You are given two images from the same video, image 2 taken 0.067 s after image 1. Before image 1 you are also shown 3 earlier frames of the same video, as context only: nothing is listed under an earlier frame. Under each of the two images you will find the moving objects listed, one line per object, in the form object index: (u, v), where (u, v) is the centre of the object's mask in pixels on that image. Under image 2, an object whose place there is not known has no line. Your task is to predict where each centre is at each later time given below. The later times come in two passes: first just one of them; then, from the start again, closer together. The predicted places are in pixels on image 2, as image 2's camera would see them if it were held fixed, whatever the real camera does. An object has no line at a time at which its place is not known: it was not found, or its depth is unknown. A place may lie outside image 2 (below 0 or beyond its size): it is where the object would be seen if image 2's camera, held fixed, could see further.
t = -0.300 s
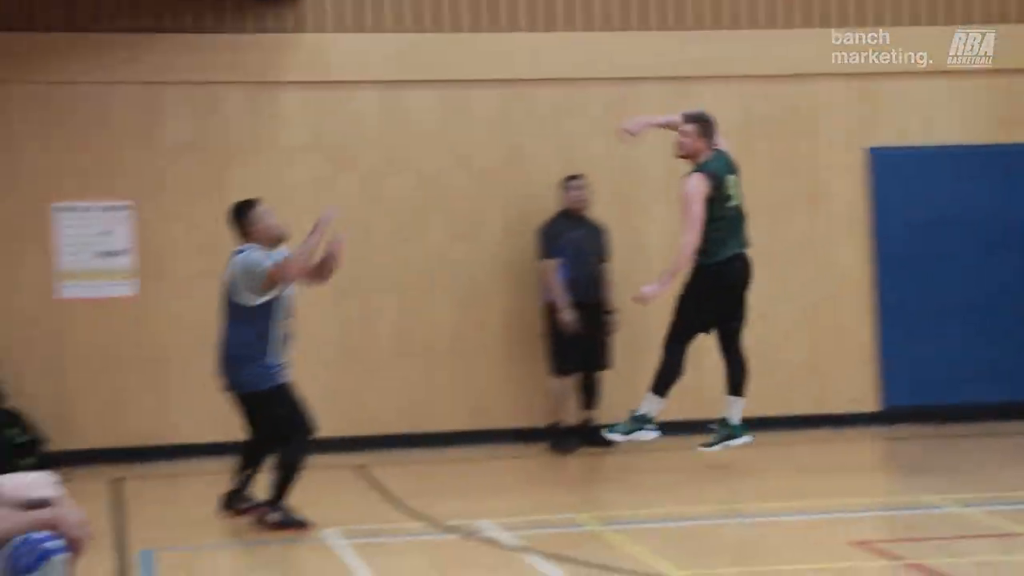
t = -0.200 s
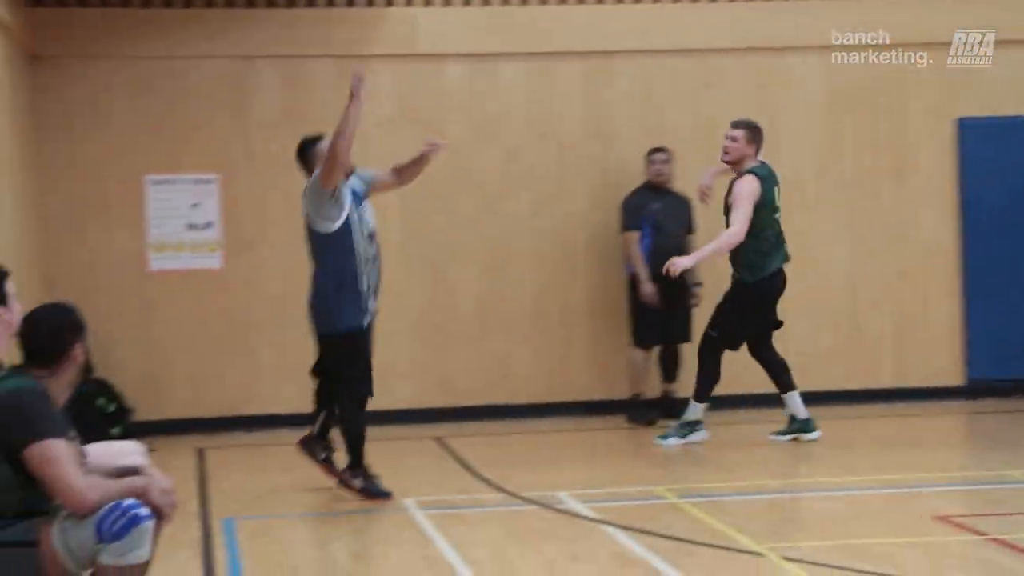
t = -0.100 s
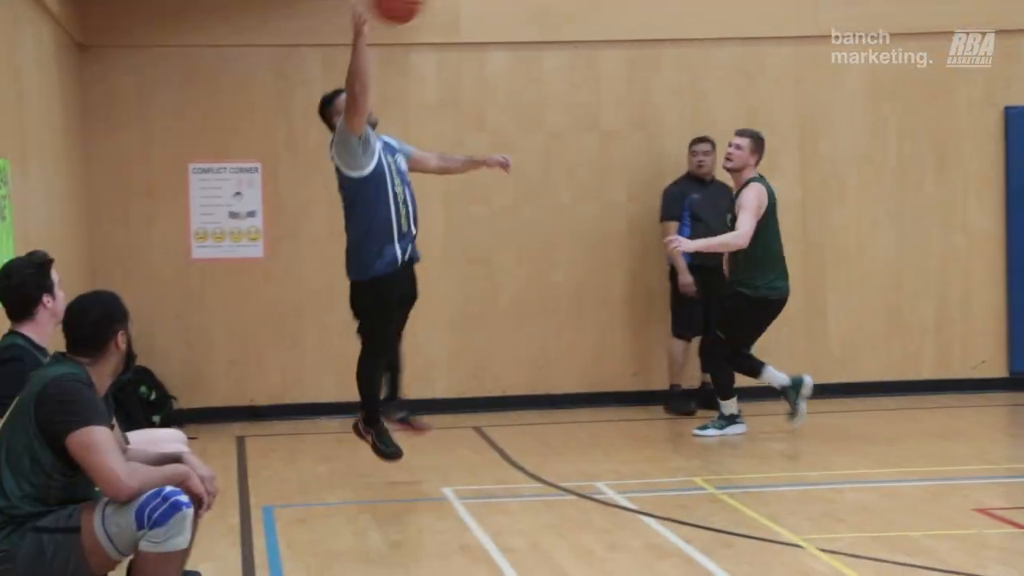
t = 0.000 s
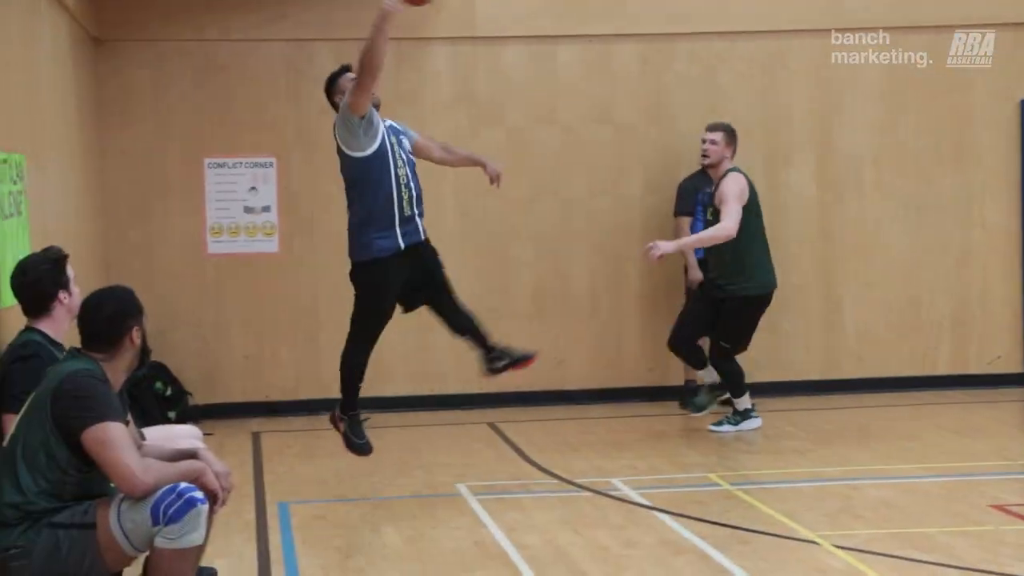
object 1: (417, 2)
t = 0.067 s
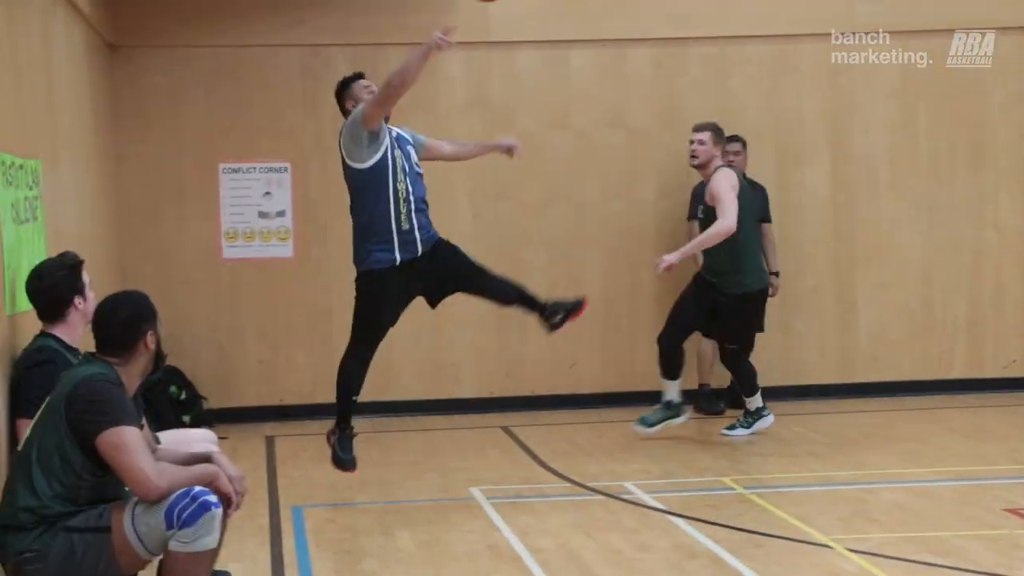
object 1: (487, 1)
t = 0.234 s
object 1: (636, 4)
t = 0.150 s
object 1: (559, 1)
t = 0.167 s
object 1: (575, 1)
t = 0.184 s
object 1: (589, 2)
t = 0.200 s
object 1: (606, 2)
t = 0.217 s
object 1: (620, 3)
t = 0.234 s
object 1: (636, 4)
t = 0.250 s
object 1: (652, 5)
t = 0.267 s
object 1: (667, 7)
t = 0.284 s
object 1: (683, 10)
